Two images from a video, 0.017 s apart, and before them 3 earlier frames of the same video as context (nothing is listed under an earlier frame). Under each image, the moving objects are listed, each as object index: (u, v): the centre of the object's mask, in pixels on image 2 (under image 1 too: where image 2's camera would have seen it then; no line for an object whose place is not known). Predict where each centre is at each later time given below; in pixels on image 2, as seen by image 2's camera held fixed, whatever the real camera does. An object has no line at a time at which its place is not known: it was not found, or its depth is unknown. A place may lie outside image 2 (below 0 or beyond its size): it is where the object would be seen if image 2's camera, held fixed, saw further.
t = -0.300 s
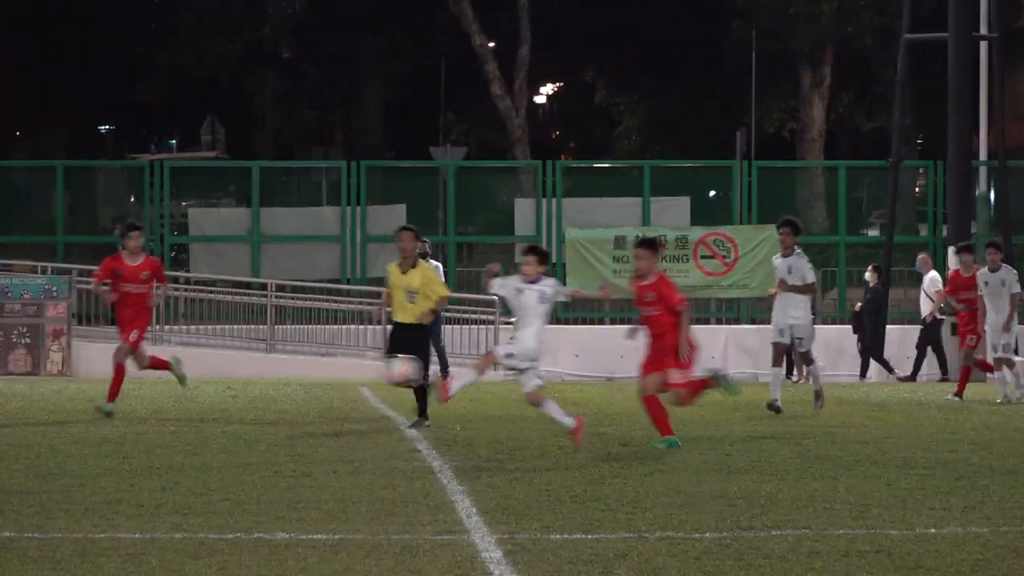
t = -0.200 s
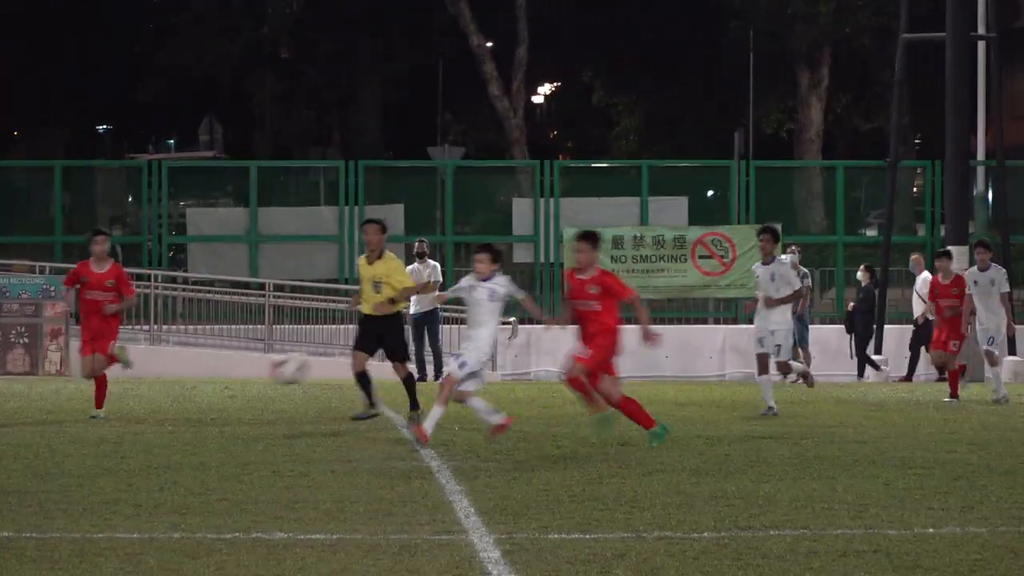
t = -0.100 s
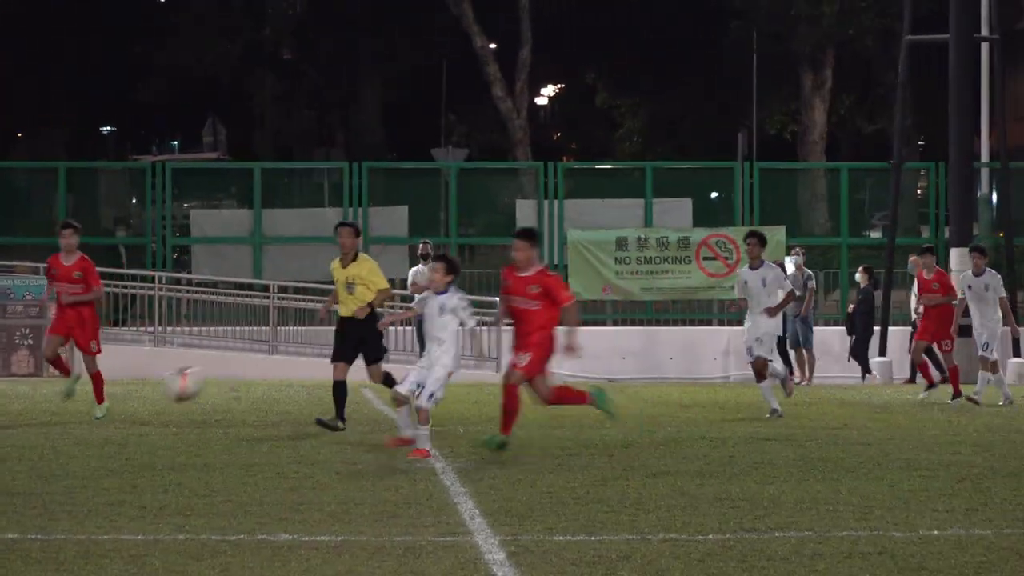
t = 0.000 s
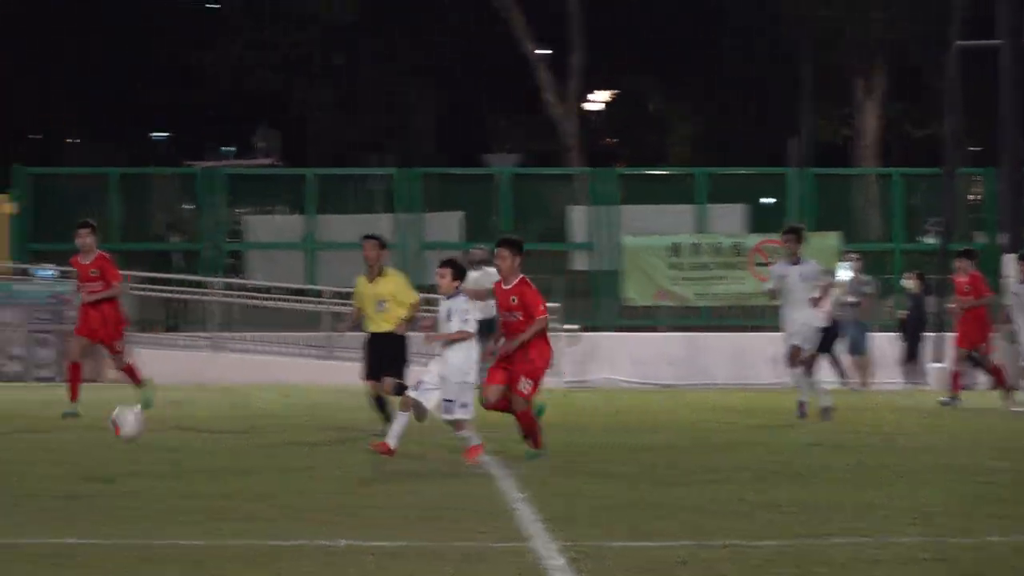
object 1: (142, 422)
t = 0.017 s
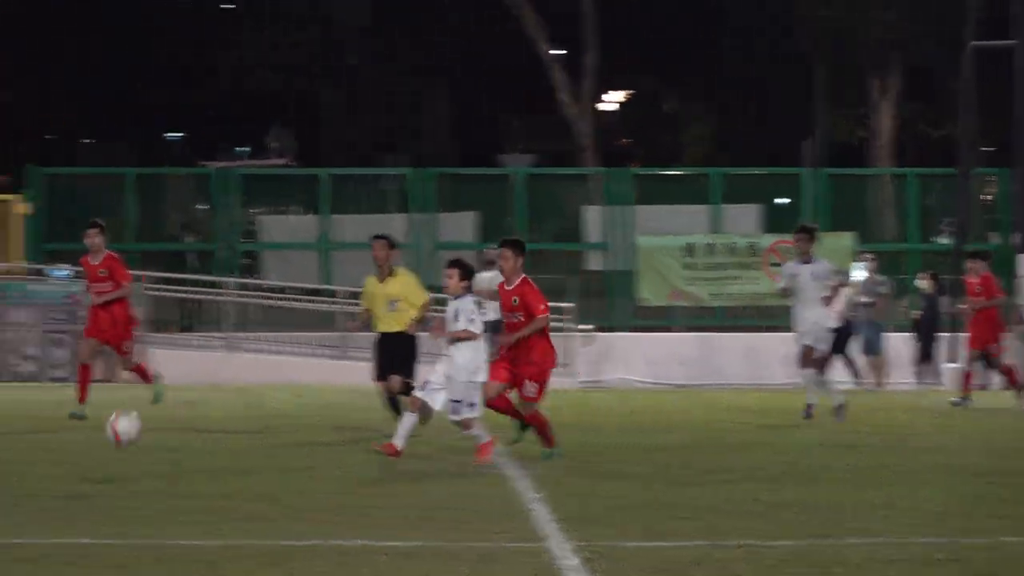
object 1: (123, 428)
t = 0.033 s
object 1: (103, 436)
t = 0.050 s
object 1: (85, 445)
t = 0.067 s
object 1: (66, 454)
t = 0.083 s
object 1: (46, 464)
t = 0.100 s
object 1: (27, 475)
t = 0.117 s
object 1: (9, 482)
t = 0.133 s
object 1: (-4, 478)
